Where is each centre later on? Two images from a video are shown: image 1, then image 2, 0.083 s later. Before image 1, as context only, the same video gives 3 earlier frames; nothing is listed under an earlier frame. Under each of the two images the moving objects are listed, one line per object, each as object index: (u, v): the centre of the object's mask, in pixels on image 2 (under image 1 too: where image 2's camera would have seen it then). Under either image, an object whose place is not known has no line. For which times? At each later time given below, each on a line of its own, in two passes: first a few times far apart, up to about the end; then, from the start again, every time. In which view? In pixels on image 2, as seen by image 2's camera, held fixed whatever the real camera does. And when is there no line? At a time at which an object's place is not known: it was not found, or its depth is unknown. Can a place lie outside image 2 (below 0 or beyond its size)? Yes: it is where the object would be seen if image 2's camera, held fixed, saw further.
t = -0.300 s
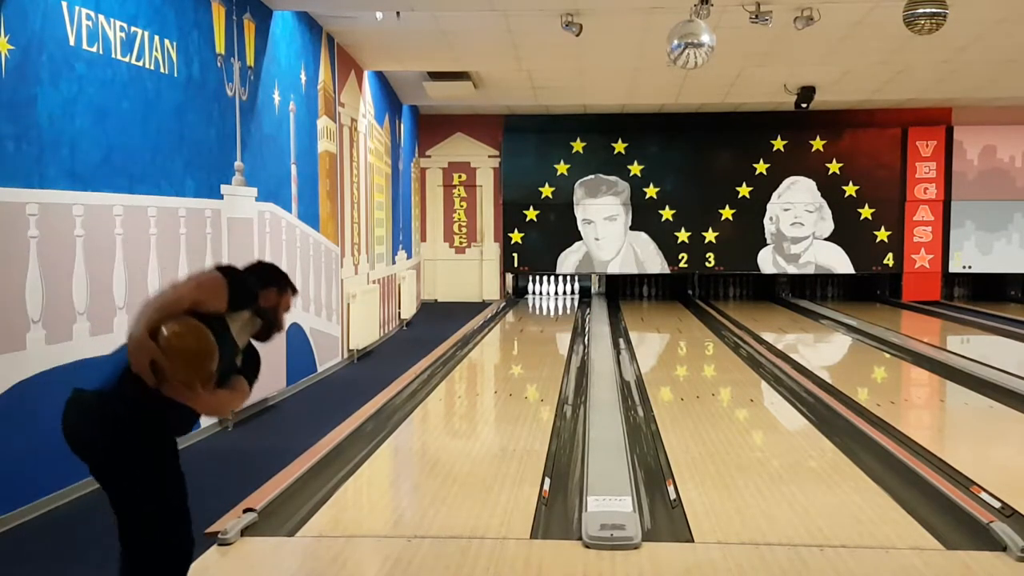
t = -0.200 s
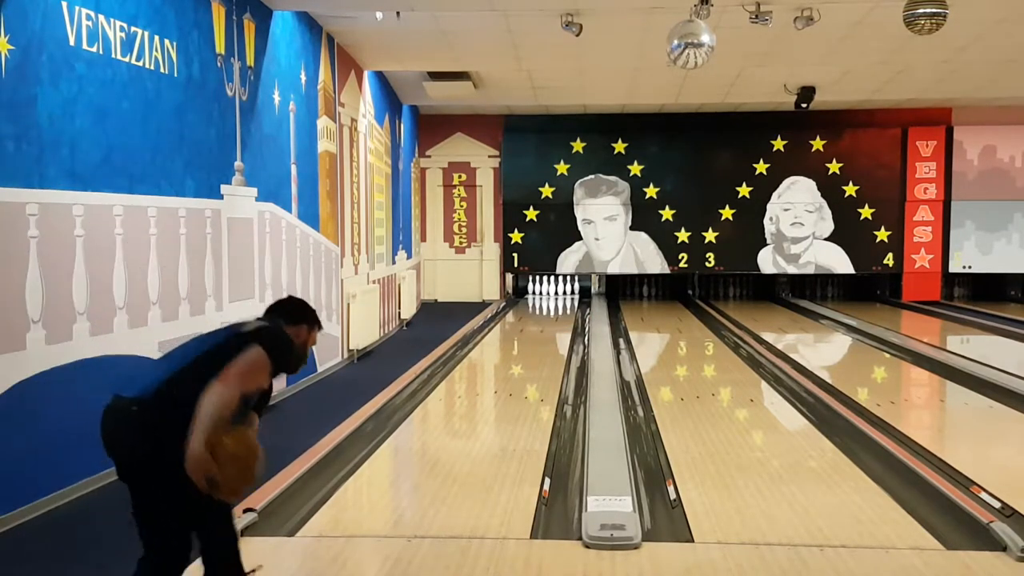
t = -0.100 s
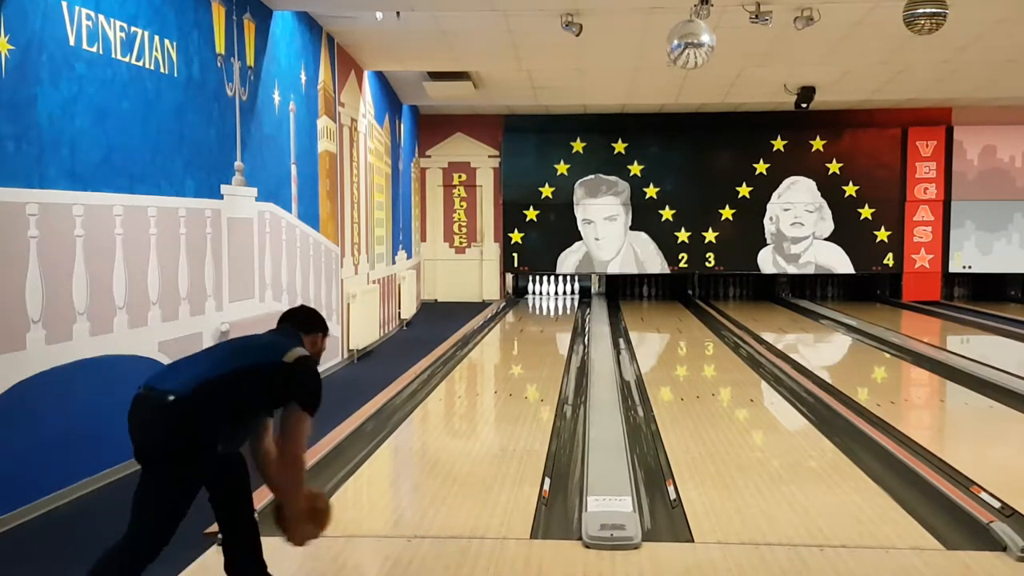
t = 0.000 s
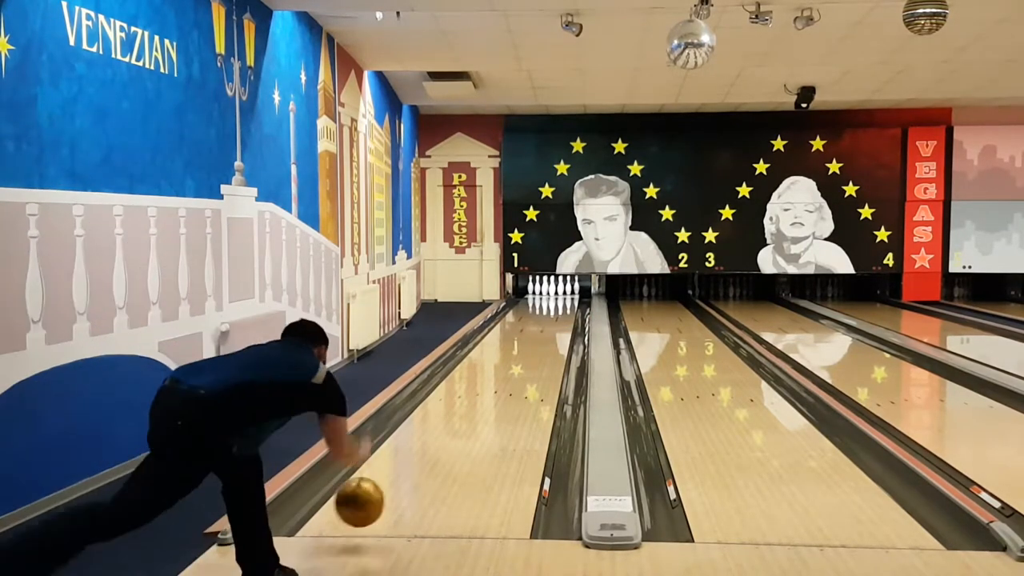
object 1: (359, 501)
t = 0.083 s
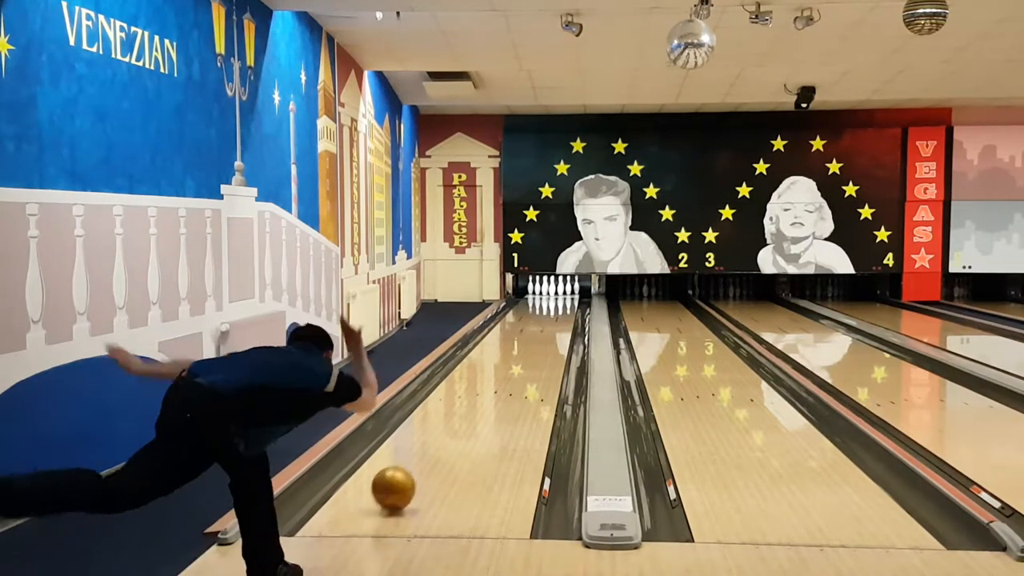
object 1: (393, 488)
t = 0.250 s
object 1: (441, 444)
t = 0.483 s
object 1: (486, 400)
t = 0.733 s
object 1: (516, 371)
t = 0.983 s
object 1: (537, 350)
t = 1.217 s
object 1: (550, 335)
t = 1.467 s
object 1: (560, 323)
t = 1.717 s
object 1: (566, 313)
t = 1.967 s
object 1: (568, 305)
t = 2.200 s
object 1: (565, 299)
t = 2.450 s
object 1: (559, 294)
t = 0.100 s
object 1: (399, 482)
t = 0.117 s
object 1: (404, 476)
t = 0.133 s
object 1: (410, 471)
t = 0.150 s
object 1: (415, 467)
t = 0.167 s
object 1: (420, 464)
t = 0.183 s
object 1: (425, 460)
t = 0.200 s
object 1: (429, 456)
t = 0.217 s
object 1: (433, 452)
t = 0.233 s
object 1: (438, 448)
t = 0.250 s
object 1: (441, 444)
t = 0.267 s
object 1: (446, 440)
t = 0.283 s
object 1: (450, 436)
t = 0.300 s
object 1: (453, 433)
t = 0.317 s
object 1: (457, 429)
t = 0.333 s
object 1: (460, 426)
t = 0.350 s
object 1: (463, 423)
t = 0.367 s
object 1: (466, 420)
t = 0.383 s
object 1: (469, 417)
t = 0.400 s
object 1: (472, 414)
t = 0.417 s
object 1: (475, 411)
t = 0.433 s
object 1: (478, 408)
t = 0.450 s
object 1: (481, 406)
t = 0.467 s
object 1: (484, 403)
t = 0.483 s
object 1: (486, 400)
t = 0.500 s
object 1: (488, 398)
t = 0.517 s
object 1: (491, 396)
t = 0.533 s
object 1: (493, 394)
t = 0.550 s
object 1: (495, 391)
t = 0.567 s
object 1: (498, 390)
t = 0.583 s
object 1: (500, 388)
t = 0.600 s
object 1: (502, 386)
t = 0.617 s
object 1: (504, 384)
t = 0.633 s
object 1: (506, 382)
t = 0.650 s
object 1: (508, 380)
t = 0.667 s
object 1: (509, 378)
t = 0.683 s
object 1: (511, 376)
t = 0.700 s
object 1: (513, 374)
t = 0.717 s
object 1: (515, 373)
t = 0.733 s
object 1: (516, 371)
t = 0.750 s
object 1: (518, 370)
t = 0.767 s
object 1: (519, 368)
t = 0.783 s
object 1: (521, 366)
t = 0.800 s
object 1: (522, 364)
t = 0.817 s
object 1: (524, 364)
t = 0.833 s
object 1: (525, 362)
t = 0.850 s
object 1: (527, 361)
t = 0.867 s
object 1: (528, 359)
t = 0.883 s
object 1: (529, 358)
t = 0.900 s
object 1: (531, 357)
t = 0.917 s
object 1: (532, 355)
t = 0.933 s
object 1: (533, 354)
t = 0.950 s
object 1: (535, 352)
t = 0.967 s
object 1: (536, 351)
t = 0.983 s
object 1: (537, 350)
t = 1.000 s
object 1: (538, 349)
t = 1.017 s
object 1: (539, 348)
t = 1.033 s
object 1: (540, 347)
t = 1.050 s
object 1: (541, 345)
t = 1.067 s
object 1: (542, 344)
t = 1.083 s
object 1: (543, 343)
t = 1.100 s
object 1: (544, 342)
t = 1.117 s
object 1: (545, 341)
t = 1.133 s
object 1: (546, 340)
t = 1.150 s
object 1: (547, 339)
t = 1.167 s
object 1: (548, 338)
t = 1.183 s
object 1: (548, 337)
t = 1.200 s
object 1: (549, 336)
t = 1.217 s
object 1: (550, 335)
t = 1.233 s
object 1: (551, 334)
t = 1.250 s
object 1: (552, 333)
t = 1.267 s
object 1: (553, 332)
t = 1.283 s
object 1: (554, 332)
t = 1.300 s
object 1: (554, 330)
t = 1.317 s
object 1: (555, 330)
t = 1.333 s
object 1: (555, 329)
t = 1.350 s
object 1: (556, 328)
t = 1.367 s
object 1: (557, 327)
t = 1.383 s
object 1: (557, 326)
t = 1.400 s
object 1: (558, 325)
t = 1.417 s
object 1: (558, 325)
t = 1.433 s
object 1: (559, 324)
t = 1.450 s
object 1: (560, 323)
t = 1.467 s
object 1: (560, 323)
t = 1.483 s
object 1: (560, 322)
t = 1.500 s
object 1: (561, 321)
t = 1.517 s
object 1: (562, 320)
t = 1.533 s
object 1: (562, 320)
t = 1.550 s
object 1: (563, 319)
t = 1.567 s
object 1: (563, 318)
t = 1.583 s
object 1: (563, 318)
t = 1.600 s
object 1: (563, 317)
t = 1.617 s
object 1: (564, 316)
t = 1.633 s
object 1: (564, 316)
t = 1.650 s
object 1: (564, 315)
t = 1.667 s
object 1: (565, 315)
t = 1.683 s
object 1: (566, 314)
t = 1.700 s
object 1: (566, 314)
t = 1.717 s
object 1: (566, 313)
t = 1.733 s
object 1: (566, 312)
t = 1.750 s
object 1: (566, 312)
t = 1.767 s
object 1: (567, 311)
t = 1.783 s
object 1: (567, 310)
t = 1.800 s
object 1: (567, 310)
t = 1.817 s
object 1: (568, 309)
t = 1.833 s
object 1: (568, 309)
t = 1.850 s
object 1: (568, 309)
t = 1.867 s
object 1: (568, 308)
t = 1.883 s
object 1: (568, 307)
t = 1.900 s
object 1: (568, 307)
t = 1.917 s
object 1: (568, 307)
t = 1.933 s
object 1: (568, 307)
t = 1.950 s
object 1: (568, 306)
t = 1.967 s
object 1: (568, 305)
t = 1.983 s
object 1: (568, 305)
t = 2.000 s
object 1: (568, 304)
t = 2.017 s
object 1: (567, 304)
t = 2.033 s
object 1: (567, 303)
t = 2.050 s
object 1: (567, 303)
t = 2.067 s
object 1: (567, 303)
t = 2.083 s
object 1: (567, 302)
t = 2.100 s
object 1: (567, 302)
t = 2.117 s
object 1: (567, 302)
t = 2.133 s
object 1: (567, 301)
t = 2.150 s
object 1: (566, 301)
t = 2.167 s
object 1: (566, 301)
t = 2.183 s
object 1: (566, 300)
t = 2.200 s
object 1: (565, 299)
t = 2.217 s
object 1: (565, 299)
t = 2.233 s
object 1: (565, 298)
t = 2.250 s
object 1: (564, 298)
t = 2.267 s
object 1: (564, 298)
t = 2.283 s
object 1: (564, 298)
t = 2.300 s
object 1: (563, 297)
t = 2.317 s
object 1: (563, 297)
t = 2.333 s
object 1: (562, 296)
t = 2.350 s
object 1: (562, 296)
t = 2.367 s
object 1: (561, 295)
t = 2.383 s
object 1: (561, 295)
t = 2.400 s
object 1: (560, 295)
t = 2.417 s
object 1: (560, 295)
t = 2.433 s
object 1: (559, 295)
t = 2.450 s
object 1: (559, 294)
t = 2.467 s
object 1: (559, 294)
